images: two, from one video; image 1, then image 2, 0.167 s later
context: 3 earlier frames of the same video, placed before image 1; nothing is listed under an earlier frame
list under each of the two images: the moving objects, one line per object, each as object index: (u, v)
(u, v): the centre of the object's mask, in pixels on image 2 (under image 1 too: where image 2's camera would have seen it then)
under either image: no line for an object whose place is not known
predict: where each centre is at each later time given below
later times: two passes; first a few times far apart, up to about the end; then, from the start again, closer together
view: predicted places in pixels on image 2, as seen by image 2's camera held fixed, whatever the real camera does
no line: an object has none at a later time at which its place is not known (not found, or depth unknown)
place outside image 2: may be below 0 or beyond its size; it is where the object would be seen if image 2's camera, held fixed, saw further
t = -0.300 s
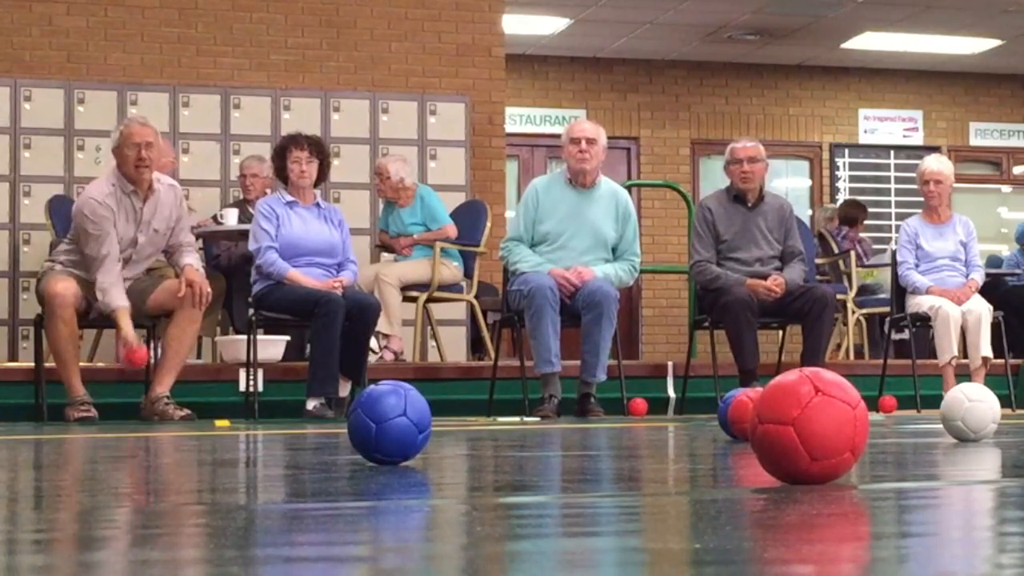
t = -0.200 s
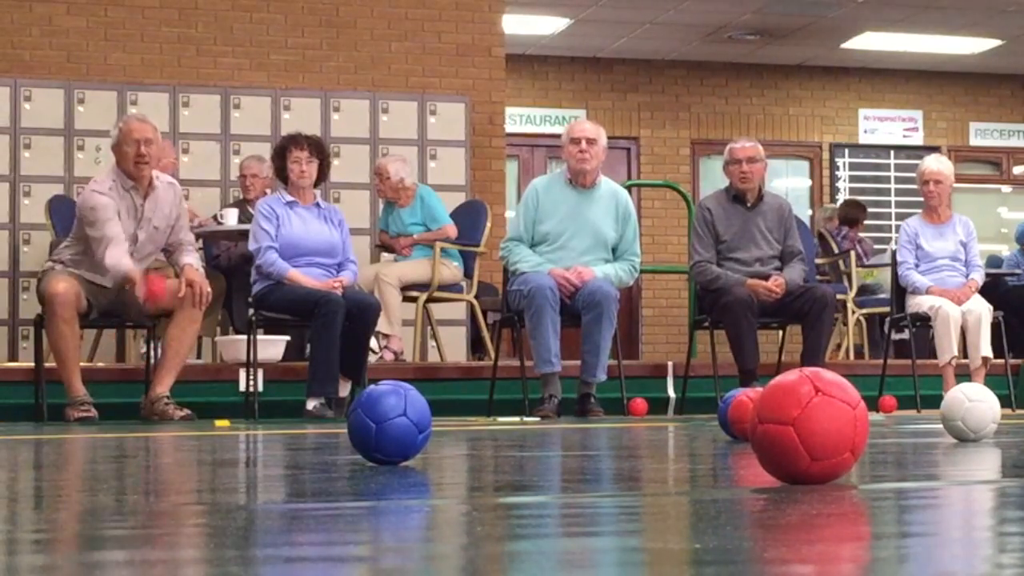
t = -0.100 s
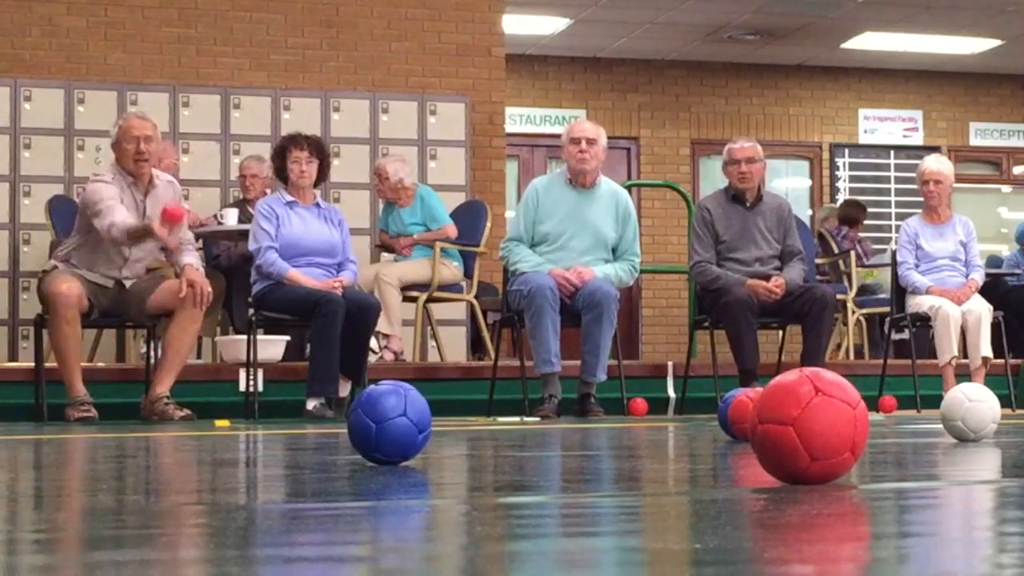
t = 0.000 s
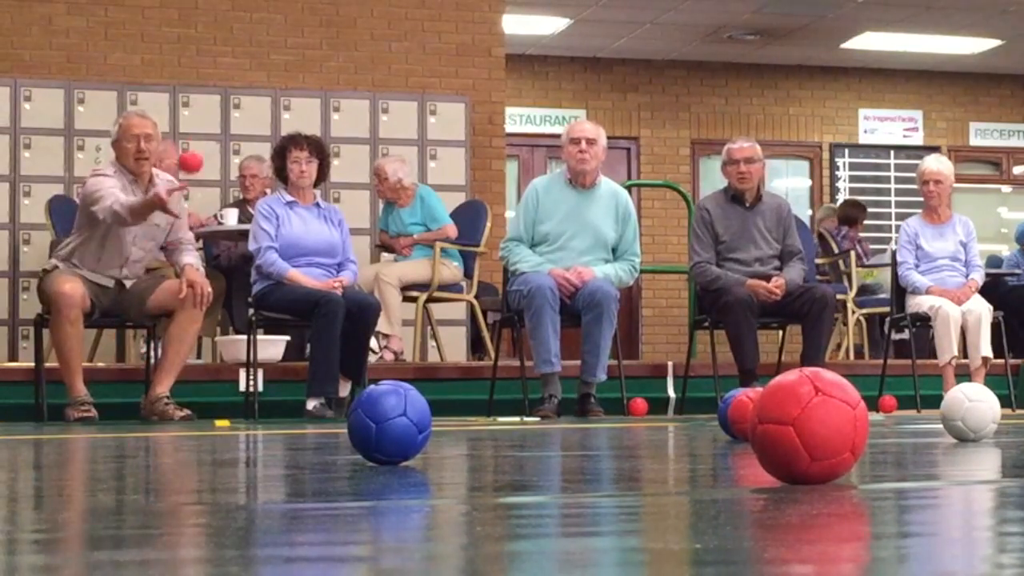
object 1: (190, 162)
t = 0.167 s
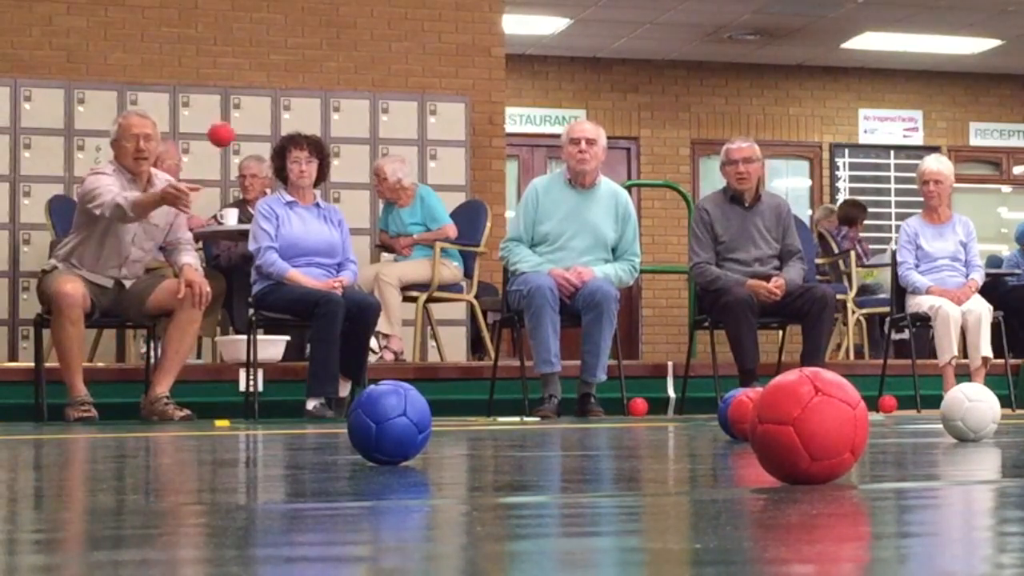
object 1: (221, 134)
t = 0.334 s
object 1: (257, 189)
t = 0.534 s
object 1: (309, 403)
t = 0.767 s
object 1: (343, 334)
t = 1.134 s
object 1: (408, 378)
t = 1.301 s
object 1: (440, 404)
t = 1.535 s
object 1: (483, 412)
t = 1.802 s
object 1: (539, 412)
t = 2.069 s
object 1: (593, 413)
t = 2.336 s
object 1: (649, 413)
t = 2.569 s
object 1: (698, 413)
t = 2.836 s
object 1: (691, 414)
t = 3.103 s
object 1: (645, 414)
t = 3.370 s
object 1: (618, 415)
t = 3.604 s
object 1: (610, 415)
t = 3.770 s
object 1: (610, 415)
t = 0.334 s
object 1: (257, 189)
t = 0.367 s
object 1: (266, 214)
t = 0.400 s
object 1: (274, 243)
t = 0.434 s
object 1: (282, 278)
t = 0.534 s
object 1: (309, 403)
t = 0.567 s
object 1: (314, 400)
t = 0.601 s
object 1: (318, 380)
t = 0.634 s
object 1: (323, 363)
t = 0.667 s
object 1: (328, 349)
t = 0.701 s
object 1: (333, 340)
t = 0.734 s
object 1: (338, 335)
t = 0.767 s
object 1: (343, 334)
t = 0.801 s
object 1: (348, 337)
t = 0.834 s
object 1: (353, 344)
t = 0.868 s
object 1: (359, 356)
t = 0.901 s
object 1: (364, 371)
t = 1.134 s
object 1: (408, 378)
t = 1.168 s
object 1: (417, 384)
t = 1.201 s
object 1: (429, 402)
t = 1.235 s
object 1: (433, 406)
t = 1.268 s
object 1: (436, 403)
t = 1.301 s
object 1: (440, 404)
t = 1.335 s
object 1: (444, 409)
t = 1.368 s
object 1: (450, 412)
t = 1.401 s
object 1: (455, 410)
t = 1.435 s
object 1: (462, 412)
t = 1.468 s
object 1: (469, 412)
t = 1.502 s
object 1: (477, 412)
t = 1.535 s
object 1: (483, 412)
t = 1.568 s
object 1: (490, 412)
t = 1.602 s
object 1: (497, 411)
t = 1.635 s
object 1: (504, 412)
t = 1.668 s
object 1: (511, 412)
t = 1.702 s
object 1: (518, 412)
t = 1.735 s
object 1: (524, 412)
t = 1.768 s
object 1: (531, 413)
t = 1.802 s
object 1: (539, 412)
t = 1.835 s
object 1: (545, 413)
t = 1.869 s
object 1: (552, 413)
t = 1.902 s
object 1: (559, 413)
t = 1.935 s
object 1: (566, 413)
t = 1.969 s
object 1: (573, 413)
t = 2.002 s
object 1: (580, 413)
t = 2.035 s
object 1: (587, 413)
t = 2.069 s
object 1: (593, 413)
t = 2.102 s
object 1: (601, 413)
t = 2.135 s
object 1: (607, 413)
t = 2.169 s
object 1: (614, 413)
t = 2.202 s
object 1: (622, 413)
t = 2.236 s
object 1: (628, 412)
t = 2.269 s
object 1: (635, 413)
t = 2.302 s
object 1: (642, 413)
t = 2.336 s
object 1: (649, 413)
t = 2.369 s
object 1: (656, 413)
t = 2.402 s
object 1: (663, 413)
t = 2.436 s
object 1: (670, 413)
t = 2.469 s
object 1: (677, 413)
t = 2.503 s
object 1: (684, 413)
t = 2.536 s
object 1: (691, 413)
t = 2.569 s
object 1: (698, 413)
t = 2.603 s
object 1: (705, 414)
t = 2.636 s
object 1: (709, 413)
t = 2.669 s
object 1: (713, 412)
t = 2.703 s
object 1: (711, 406)
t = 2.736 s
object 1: (708, 407)
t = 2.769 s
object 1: (703, 414)
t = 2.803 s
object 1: (697, 413)
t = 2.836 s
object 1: (691, 414)
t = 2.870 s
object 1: (685, 414)
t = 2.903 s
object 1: (678, 415)
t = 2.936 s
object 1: (672, 415)
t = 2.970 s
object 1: (666, 415)
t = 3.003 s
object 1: (659, 414)
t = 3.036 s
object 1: (655, 415)
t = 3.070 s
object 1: (649, 415)
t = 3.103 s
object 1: (645, 414)
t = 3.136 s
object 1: (641, 414)
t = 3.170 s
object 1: (637, 415)
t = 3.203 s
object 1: (633, 415)
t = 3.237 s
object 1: (630, 414)
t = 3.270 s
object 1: (627, 415)
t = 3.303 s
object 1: (624, 415)
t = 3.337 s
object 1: (621, 415)
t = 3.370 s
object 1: (618, 415)
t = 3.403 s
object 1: (615, 415)
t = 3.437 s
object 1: (614, 415)
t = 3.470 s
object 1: (612, 415)
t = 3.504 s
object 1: (611, 415)
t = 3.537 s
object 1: (611, 415)
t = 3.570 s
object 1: (610, 415)
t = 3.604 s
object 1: (610, 415)
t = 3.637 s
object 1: (610, 415)
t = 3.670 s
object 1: (610, 415)
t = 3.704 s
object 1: (610, 415)
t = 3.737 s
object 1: (610, 415)
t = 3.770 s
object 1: (610, 415)
